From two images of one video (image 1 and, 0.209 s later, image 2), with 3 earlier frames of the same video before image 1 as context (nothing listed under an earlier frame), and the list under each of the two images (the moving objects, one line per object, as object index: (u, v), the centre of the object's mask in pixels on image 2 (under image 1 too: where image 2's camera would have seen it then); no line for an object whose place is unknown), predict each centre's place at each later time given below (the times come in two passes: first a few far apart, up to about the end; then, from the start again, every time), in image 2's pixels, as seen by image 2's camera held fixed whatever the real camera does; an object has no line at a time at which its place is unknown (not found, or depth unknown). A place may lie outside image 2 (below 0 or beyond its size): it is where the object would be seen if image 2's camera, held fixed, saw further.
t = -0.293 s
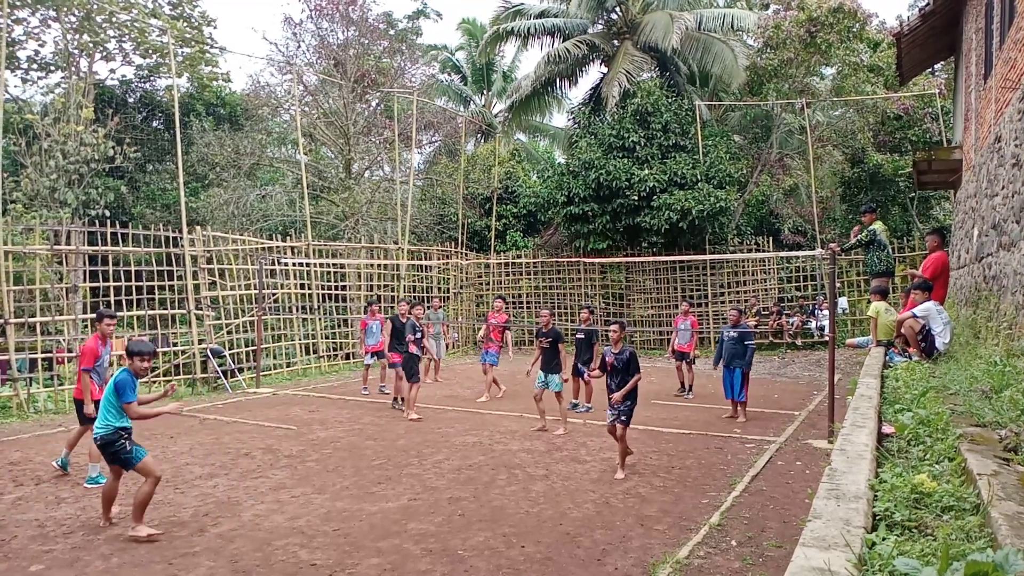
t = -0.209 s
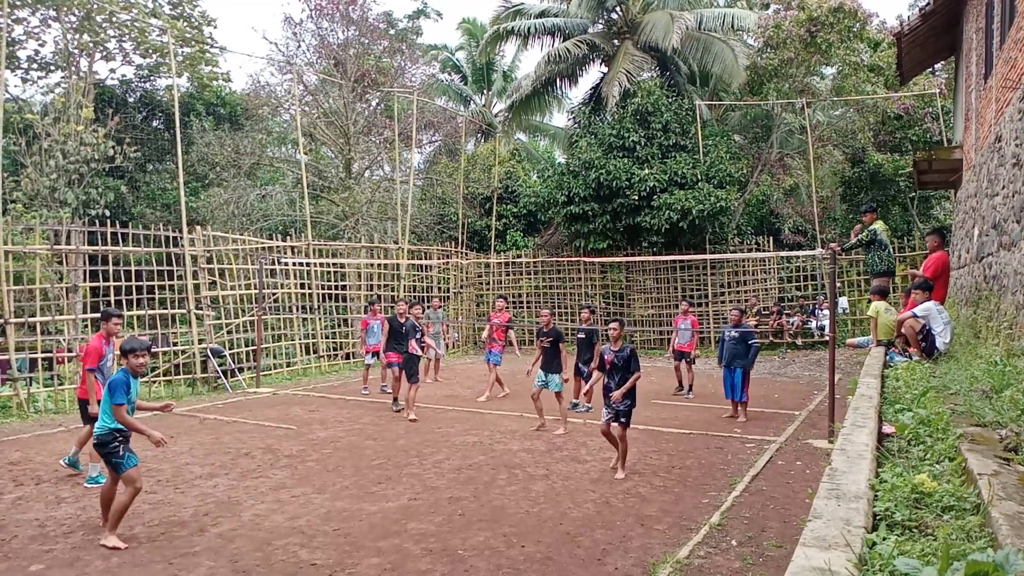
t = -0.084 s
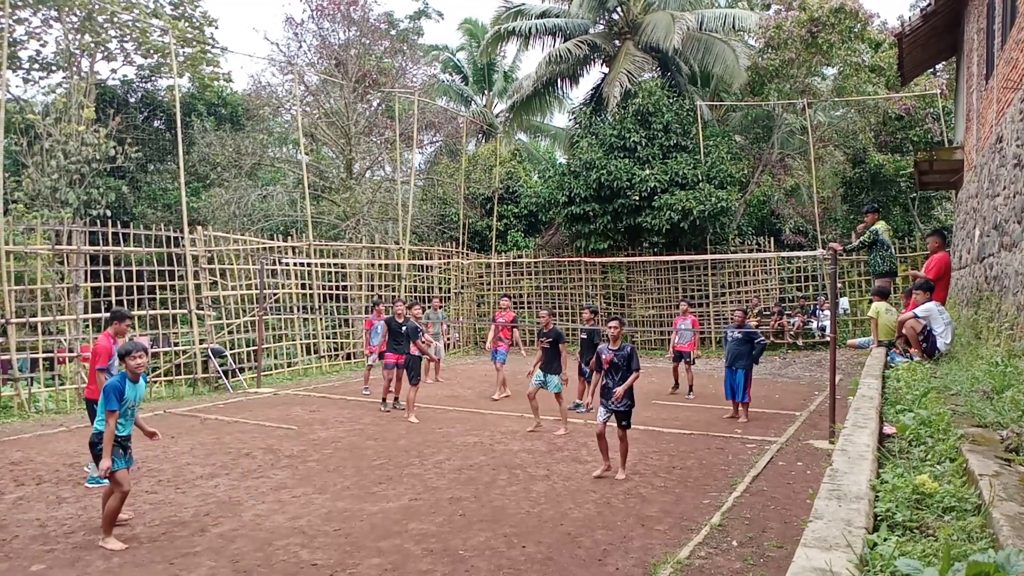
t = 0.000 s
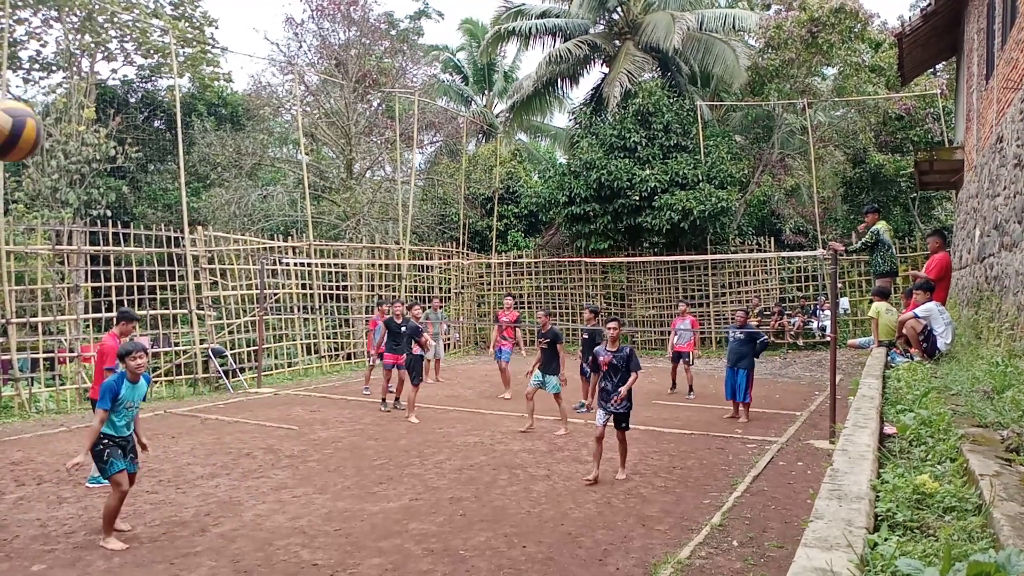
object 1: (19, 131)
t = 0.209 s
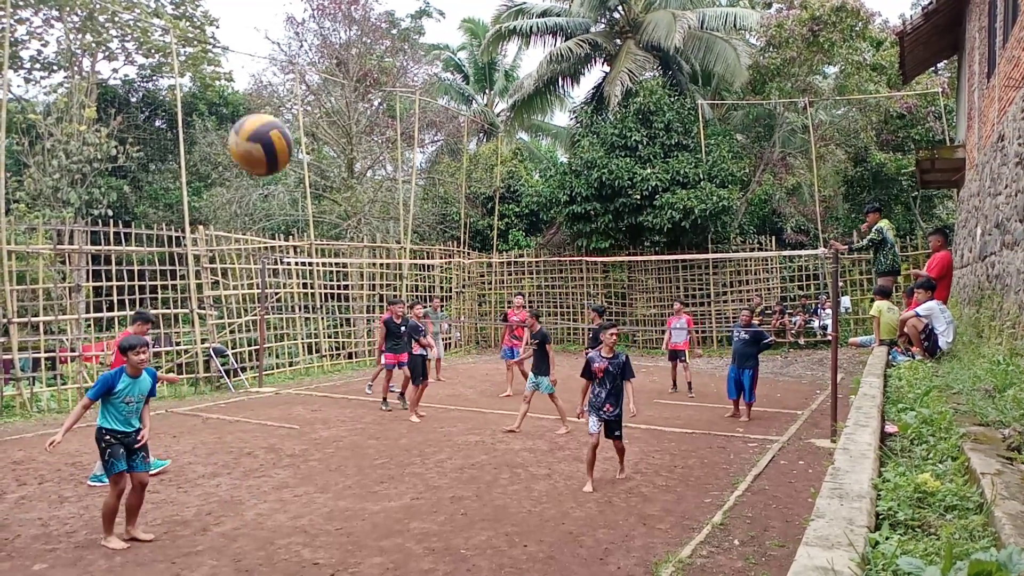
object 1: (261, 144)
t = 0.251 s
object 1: (309, 163)
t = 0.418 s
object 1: (498, 274)
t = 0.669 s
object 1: (767, 559)
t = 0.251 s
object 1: (309, 163)
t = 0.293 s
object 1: (358, 183)
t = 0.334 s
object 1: (405, 210)
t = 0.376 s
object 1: (453, 240)
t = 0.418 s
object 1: (498, 274)
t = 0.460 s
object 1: (543, 313)
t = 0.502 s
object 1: (590, 356)
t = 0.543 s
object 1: (634, 404)
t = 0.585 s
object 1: (680, 455)
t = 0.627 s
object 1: (725, 512)
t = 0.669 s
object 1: (767, 559)
